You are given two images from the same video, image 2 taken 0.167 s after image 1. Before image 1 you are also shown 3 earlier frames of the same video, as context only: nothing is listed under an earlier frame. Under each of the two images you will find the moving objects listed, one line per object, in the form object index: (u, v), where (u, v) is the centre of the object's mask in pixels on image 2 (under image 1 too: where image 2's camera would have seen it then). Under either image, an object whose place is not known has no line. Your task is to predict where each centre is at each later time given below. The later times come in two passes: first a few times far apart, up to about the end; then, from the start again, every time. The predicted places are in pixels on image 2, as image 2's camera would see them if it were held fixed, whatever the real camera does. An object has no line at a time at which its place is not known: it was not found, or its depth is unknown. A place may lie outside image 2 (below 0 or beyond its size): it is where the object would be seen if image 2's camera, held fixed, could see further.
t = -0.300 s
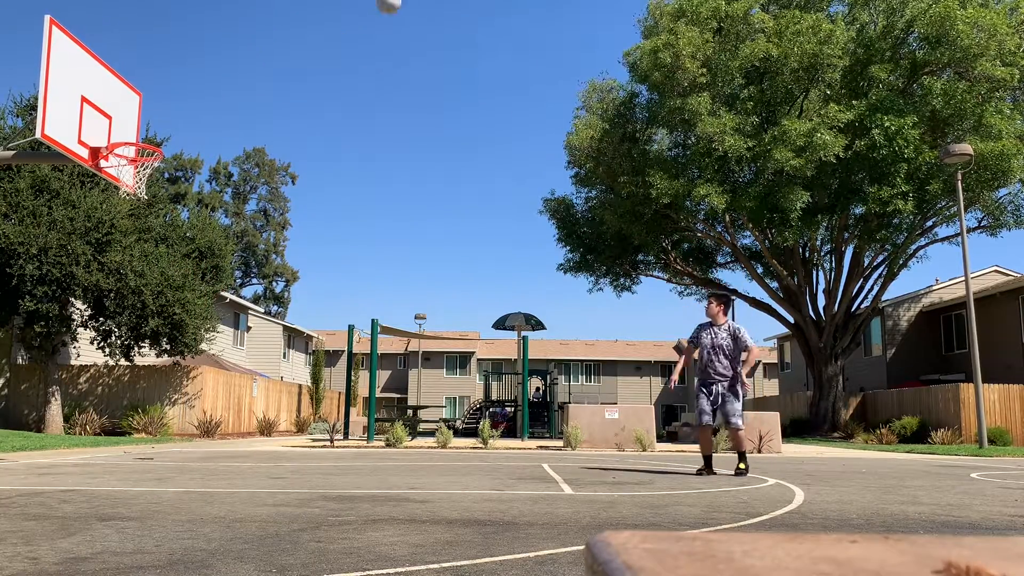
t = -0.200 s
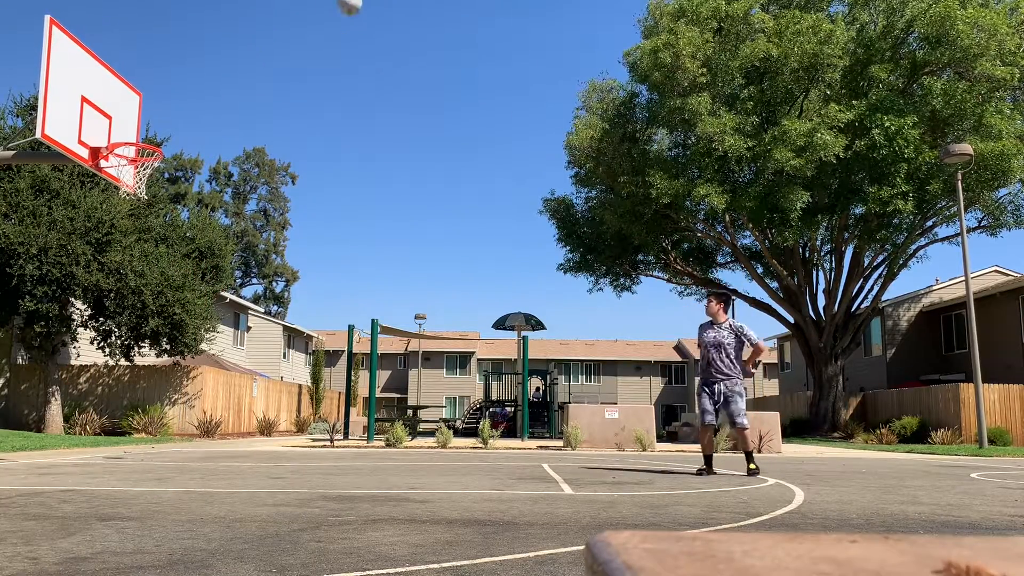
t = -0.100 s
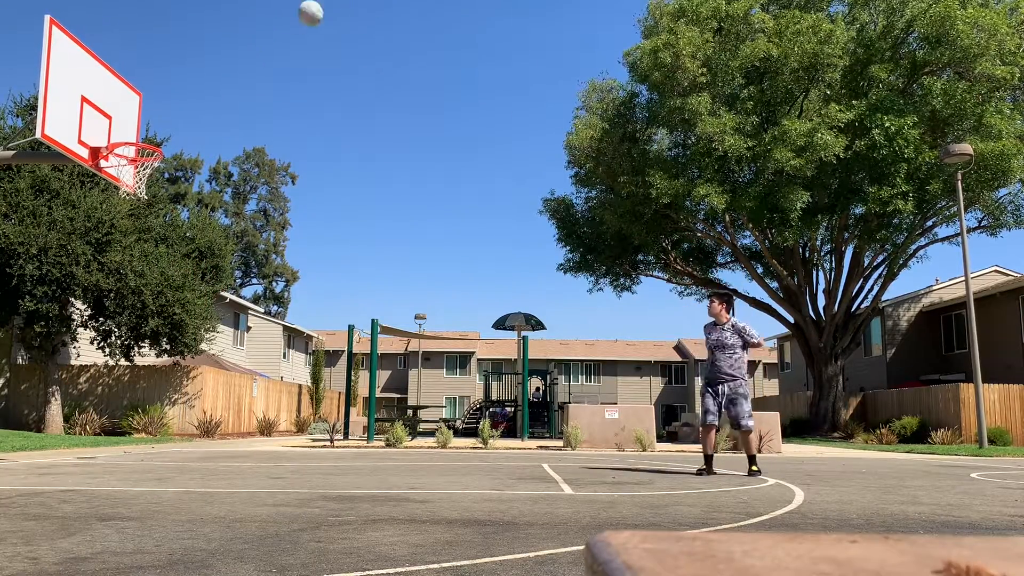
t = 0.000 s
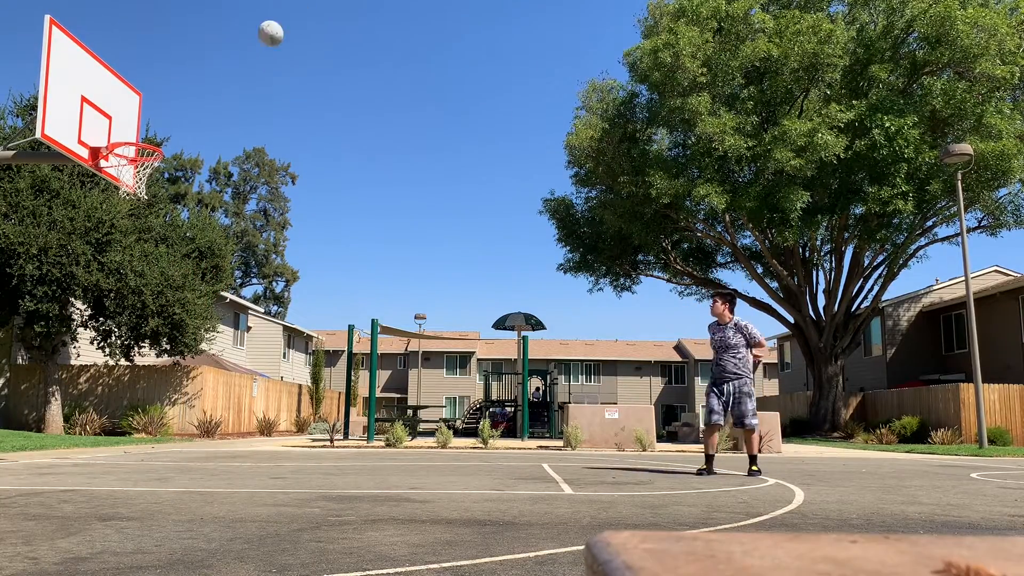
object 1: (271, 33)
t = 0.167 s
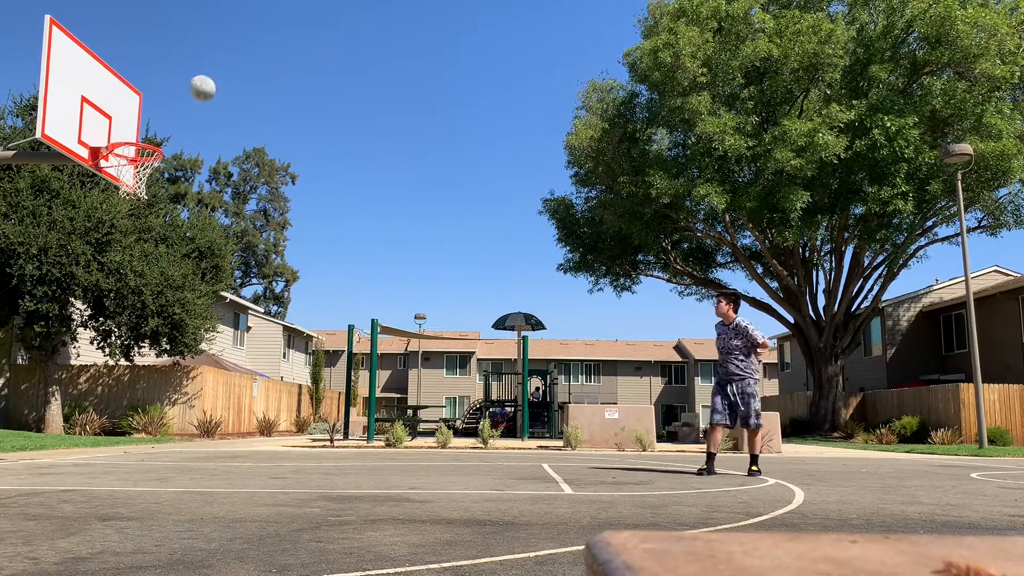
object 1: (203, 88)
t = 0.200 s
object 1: (188, 102)
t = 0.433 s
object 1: (119, 93)
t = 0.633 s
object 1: (122, 45)
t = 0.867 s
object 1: (141, 43)
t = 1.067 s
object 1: (155, 86)
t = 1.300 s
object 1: (169, 199)
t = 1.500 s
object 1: (180, 357)
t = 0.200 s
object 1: (188, 102)
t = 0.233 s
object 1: (174, 117)
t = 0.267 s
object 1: (160, 133)
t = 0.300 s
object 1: (149, 141)
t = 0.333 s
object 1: (141, 132)
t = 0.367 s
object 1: (134, 119)
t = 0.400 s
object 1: (126, 105)
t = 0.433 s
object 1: (119, 93)
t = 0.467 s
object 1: (111, 81)
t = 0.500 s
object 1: (108, 71)
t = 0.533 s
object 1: (112, 63)
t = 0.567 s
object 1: (116, 56)
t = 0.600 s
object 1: (118, 51)
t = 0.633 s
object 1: (122, 45)
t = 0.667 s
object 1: (124, 41)
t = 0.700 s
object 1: (127, 39)
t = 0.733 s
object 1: (130, 37)
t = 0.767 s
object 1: (133, 37)
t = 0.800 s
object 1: (135, 38)
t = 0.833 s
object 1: (138, 40)
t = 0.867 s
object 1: (141, 43)
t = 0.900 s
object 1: (143, 47)
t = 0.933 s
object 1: (146, 52)
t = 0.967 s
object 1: (149, 59)
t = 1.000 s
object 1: (151, 66)
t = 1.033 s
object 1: (153, 75)
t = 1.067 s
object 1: (155, 86)
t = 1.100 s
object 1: (157, 98)
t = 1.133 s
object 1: (159, 111)
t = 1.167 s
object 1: (161, 126)
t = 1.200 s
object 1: (163, 142)
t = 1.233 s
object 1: (165, 159)
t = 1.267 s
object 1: (168, 177)
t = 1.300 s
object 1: (169, 199)
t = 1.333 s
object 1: (171, 220)
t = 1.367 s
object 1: (174, 244)
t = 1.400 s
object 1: (175, 269)
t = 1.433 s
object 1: (177, 296)
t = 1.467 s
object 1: (178, 326)
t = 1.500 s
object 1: (180, 357)
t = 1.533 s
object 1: (182, 388)
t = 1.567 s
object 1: (184, 424)
